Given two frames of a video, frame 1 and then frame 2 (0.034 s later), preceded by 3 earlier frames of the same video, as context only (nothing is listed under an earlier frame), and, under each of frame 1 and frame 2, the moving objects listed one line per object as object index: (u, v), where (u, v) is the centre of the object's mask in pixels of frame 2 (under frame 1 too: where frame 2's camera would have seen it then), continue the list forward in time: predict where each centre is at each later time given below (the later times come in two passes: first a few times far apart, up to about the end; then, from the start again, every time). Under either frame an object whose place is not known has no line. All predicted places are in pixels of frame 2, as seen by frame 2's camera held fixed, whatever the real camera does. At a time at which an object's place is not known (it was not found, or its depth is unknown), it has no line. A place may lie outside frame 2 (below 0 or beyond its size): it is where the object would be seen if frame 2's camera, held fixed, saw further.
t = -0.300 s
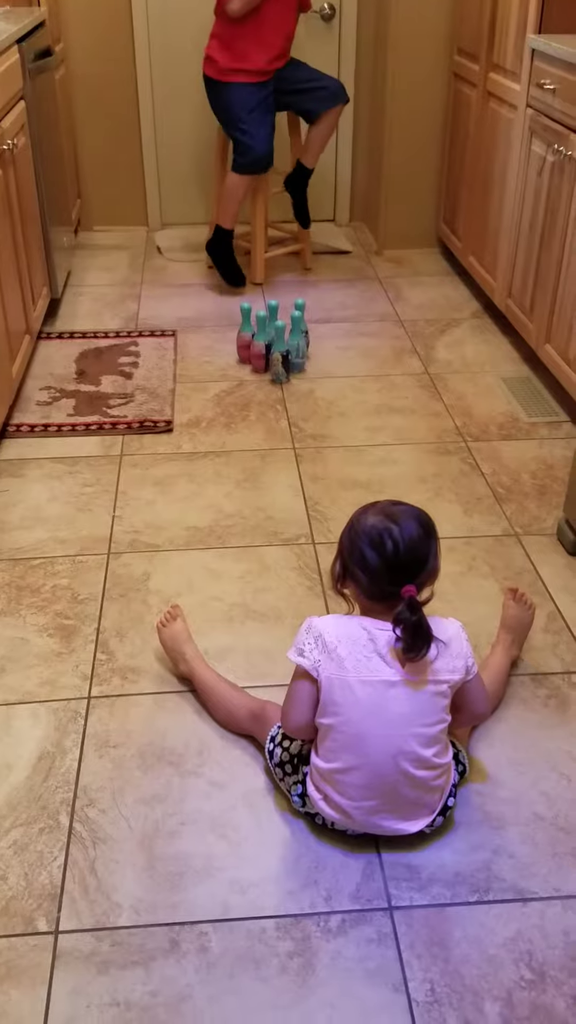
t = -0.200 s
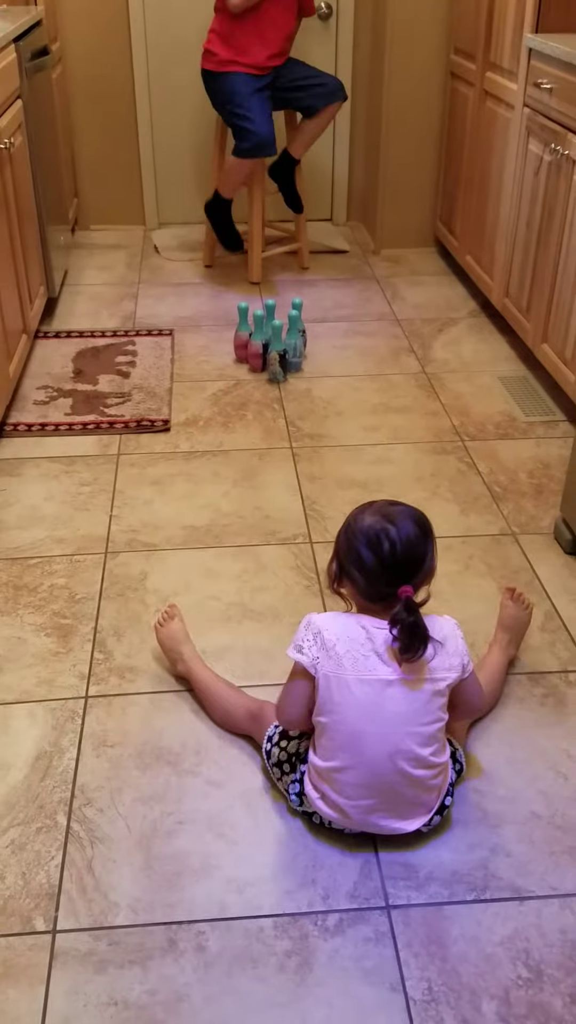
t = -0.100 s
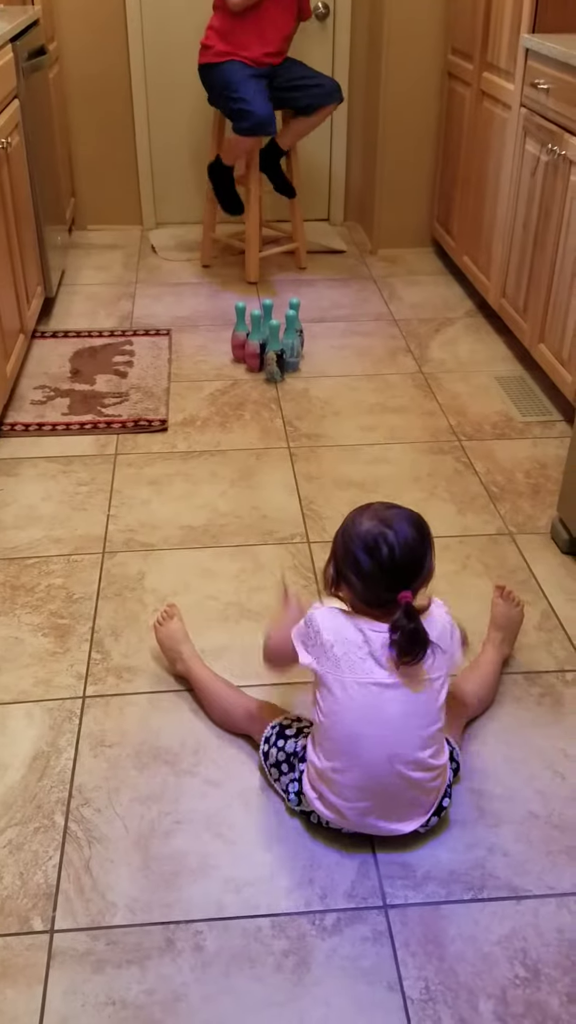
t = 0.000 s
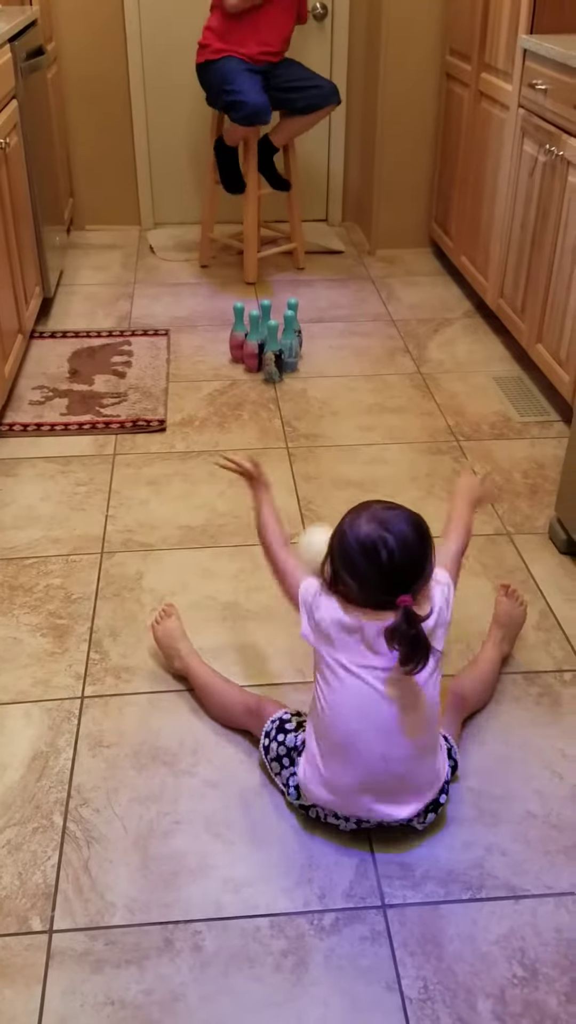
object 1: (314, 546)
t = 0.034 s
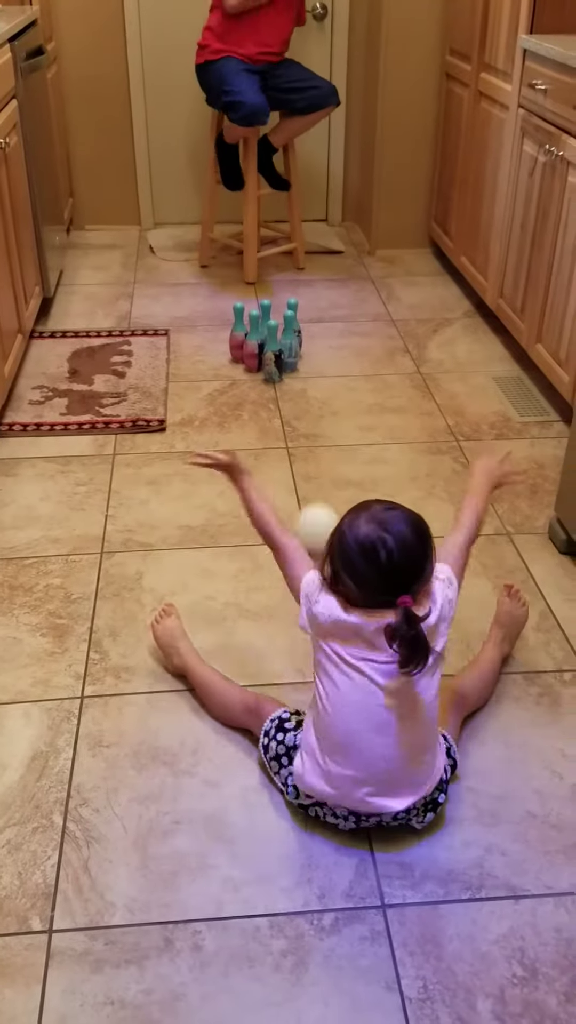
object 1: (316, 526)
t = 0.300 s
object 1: (310, 413)
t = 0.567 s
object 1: (321, 352)
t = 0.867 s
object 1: (365, 312)
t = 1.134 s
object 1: (398, 282)
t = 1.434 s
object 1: (421, 255)
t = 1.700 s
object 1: (409, 247)
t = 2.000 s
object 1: (422, 252)
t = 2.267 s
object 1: (421, 251)
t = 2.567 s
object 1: (414, 248)
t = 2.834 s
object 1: (414, 245)
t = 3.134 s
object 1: (417, 247)
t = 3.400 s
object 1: (420, 250)
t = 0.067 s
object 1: (316, 510)
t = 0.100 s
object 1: (314, 491)
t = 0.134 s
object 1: (312, 476)
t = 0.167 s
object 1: (312, 460)
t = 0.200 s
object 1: (310, 447)
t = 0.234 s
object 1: (309, 436)
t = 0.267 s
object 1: (310, 423)
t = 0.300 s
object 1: (310, 413)
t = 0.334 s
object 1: (309, 401)
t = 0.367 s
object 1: (309, 393)
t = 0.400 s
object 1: (309, 385)
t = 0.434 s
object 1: (309, 377)
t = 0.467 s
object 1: (309, 367)
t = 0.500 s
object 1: (310, 360)
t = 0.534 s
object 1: (315, 355)
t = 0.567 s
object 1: (321, 352)
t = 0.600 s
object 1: (327, 349)
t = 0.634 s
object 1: (334, 343)
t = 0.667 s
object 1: (339, 339)
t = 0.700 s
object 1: (344, 334)
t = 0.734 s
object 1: (347, 329)
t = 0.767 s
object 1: (351, 325)
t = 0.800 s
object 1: (355, 321)
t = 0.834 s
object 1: (360, 317)
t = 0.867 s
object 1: (365, 312)
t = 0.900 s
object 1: (369, 308)
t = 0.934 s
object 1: (373, 304)
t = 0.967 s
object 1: (377, 300)
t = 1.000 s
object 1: (381, 296)
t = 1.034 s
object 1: (385, 293)
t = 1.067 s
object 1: (389, 289)
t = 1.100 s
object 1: (394, 286)
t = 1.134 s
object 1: (398, 282)
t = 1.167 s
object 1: (403, 278)
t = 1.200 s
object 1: (407, 275)
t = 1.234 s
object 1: (411, 272)
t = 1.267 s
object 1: (415, 269)
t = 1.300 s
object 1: (420, 266)
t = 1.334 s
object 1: (425, 263)
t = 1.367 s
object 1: (430, 260)
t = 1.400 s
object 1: (426, 257)
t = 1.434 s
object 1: (421, 255)
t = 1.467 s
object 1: (417, 253)
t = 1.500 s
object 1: (413, 251)
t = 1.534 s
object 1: (409, 249)
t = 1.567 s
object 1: (407, 247)
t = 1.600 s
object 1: (405, 245)
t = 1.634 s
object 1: (406, 245)
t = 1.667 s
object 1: (407, 247)
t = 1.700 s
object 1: (409, 247)
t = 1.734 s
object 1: (411, 248)
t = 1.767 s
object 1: (412, 250)
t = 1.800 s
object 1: (413, 250)
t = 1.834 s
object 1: (415, 251)
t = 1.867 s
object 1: (416, 251)
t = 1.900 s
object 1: (418, 251)
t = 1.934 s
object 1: (419, 252)
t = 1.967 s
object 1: (421, 252)
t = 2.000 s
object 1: (422, 252)
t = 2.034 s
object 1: (423, 252)
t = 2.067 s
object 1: (424, 252)
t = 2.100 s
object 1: (423, 252)
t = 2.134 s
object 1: (423, 252)
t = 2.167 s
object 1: (422, 252)
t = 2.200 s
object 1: (422, 252)
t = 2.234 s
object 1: (421, 251)
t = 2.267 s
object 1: (421, 251)
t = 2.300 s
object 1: (420, 251)
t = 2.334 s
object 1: (420, 251)
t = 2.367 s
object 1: (419, 250)
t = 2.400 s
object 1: (418, 250)
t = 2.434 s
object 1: (417, 250)
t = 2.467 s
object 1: (416, 249)
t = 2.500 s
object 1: (416, 249)
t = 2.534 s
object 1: (415, 248)
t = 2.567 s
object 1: (414, 248)
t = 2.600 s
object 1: (414, 247)
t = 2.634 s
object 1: (414, 247)
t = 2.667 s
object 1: (414, 247)
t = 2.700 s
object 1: (414, 246)
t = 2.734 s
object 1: (414, 246)
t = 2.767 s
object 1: (414, 246)
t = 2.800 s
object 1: (414, 245)
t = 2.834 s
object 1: (414, 245)
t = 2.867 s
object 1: (414, 245)
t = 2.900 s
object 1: (414, 245)
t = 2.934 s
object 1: (415, 245)
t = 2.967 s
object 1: (415, 246)
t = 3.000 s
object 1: (415, 246)
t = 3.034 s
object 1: (415, 246)
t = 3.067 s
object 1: (416, 246)
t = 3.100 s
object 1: (416, 247)
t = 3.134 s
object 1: (417, 247)
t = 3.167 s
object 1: (417, 247)
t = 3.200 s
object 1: (417, 248)
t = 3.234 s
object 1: (418, 248)
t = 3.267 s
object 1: (419, 248)
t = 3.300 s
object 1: (419, 249)
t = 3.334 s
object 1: (419, 249)
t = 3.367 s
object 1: (420, 249)
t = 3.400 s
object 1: (420, 250)
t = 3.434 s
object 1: (420, 250)
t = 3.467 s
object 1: (421, 250)
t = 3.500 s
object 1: (421, 251)
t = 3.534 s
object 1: (421, 251)
